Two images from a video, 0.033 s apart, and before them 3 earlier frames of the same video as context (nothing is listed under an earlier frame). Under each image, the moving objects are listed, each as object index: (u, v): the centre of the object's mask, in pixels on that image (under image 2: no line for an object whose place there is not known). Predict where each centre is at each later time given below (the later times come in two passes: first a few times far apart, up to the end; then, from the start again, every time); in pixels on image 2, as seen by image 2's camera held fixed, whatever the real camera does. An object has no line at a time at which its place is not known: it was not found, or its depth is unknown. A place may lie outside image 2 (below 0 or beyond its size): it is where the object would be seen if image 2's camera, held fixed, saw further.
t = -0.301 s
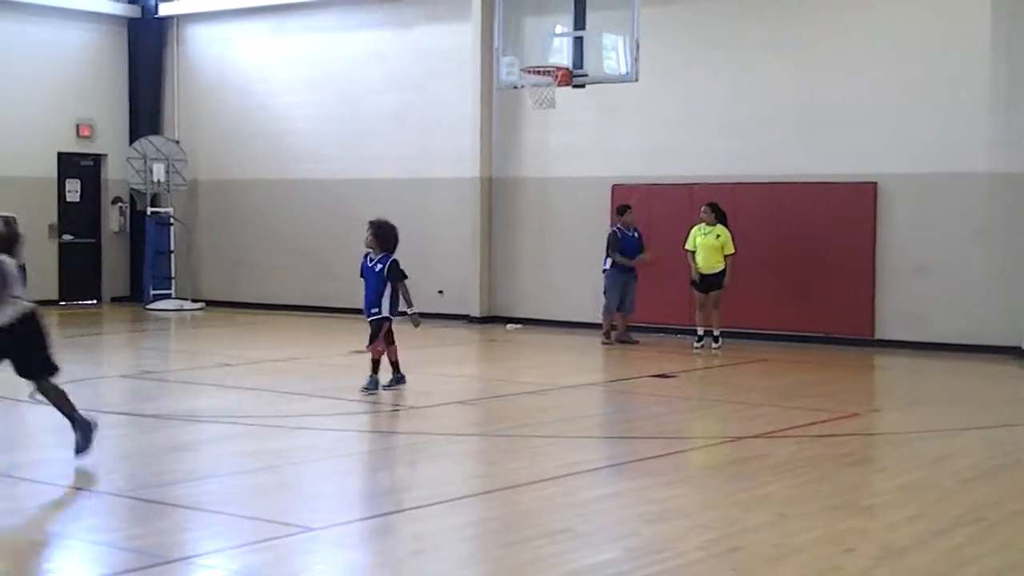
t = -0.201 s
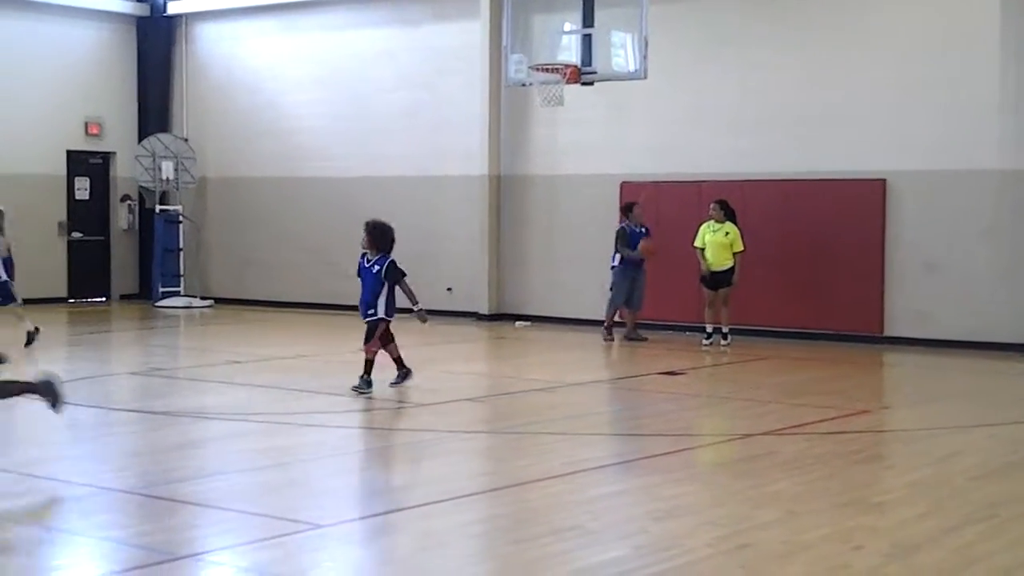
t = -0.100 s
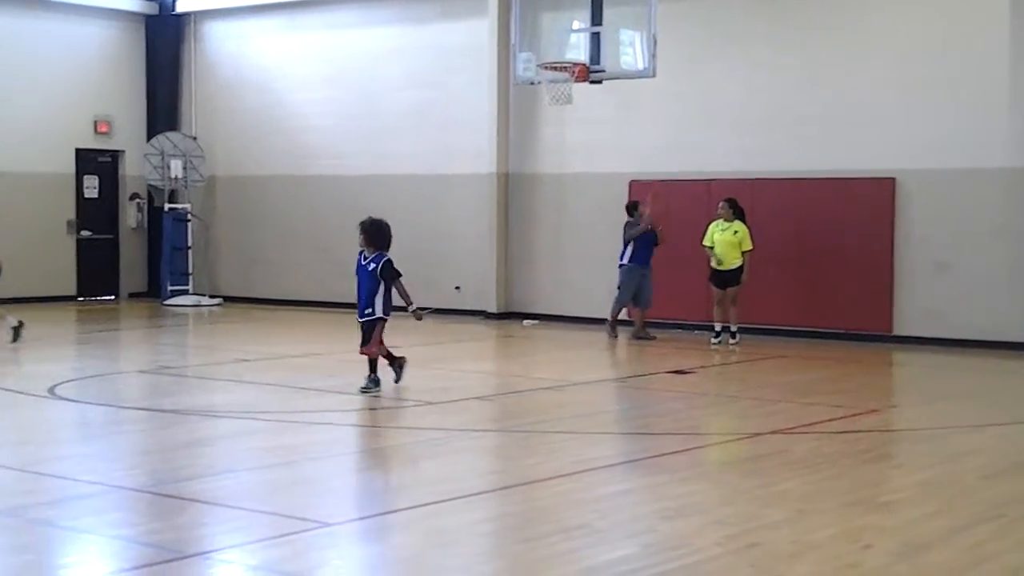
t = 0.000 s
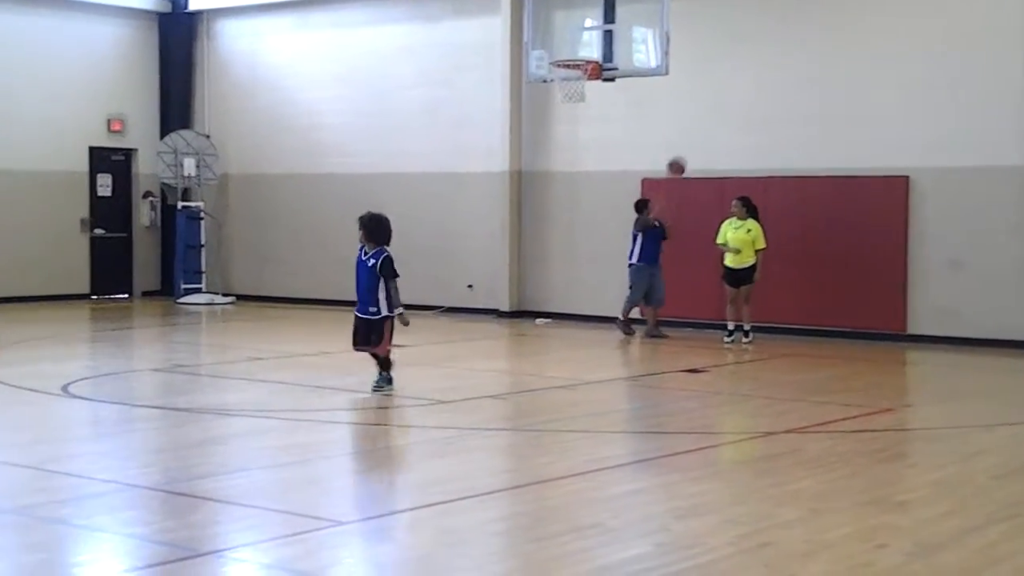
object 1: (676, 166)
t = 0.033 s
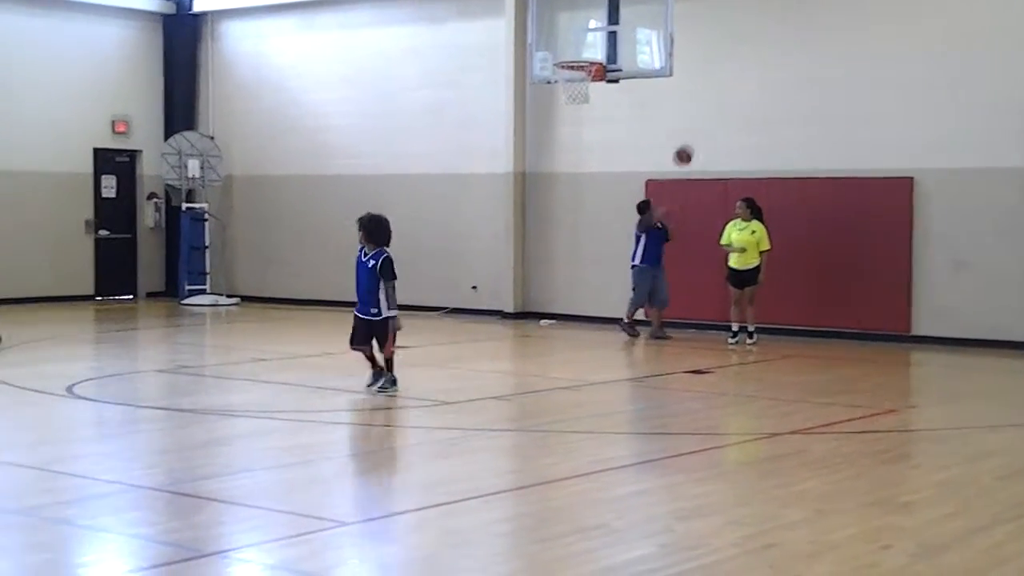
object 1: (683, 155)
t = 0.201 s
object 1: (698, 104)
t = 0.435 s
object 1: (718, 72)
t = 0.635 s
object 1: (678, 88)
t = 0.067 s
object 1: (686, 143)
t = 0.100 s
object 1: (689, 131)
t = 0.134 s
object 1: (692, 121)
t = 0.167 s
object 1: (695, 112)
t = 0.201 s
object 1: (698, 104)
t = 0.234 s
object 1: (702, 96)
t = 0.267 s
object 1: (704, 90)
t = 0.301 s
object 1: (707, 85)
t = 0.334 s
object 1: (710, 80)
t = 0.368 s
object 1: (713, 77)
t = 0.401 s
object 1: (716, 74)
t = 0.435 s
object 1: (718, 72)
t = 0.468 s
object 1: (715, 72)
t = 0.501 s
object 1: (708, 73)
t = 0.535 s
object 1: (700, 76)
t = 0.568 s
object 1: (693, 79)
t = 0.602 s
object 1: (686, 83)
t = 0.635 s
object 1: (678, 88)
